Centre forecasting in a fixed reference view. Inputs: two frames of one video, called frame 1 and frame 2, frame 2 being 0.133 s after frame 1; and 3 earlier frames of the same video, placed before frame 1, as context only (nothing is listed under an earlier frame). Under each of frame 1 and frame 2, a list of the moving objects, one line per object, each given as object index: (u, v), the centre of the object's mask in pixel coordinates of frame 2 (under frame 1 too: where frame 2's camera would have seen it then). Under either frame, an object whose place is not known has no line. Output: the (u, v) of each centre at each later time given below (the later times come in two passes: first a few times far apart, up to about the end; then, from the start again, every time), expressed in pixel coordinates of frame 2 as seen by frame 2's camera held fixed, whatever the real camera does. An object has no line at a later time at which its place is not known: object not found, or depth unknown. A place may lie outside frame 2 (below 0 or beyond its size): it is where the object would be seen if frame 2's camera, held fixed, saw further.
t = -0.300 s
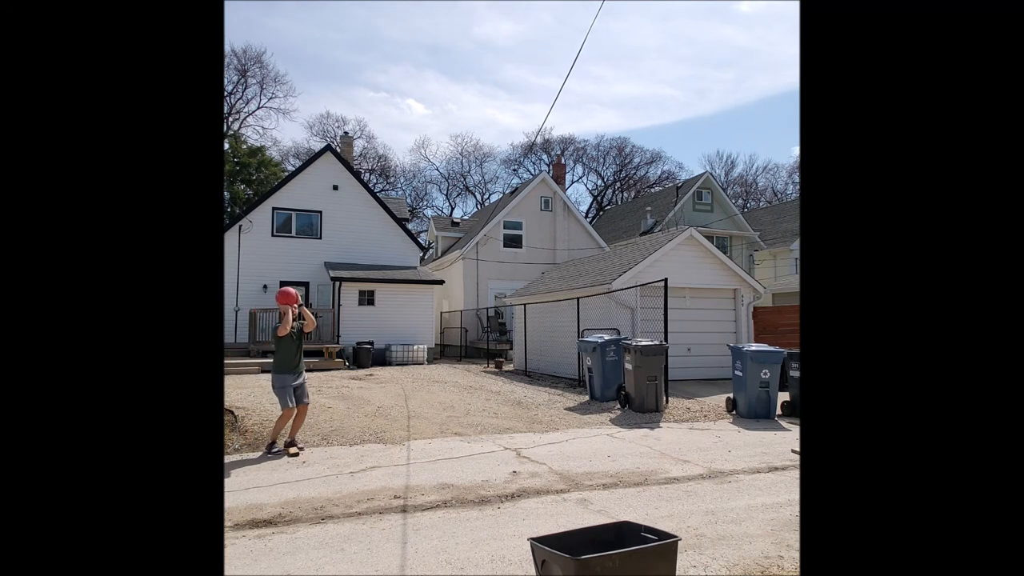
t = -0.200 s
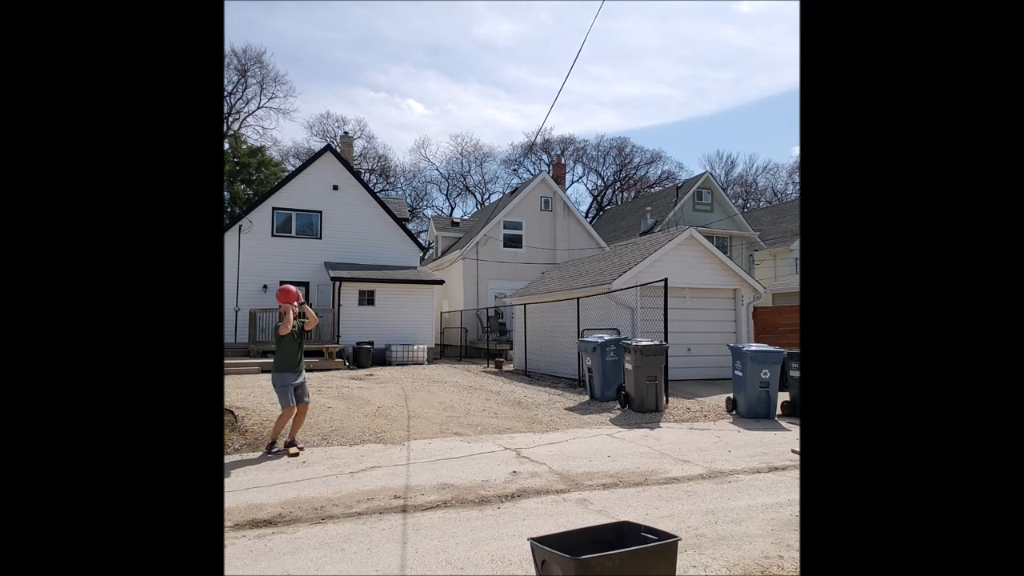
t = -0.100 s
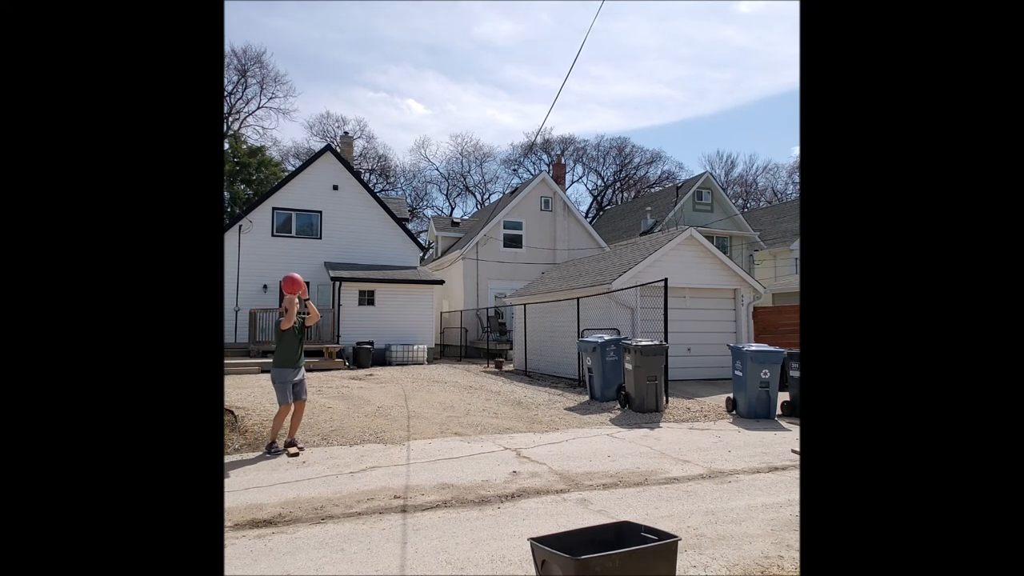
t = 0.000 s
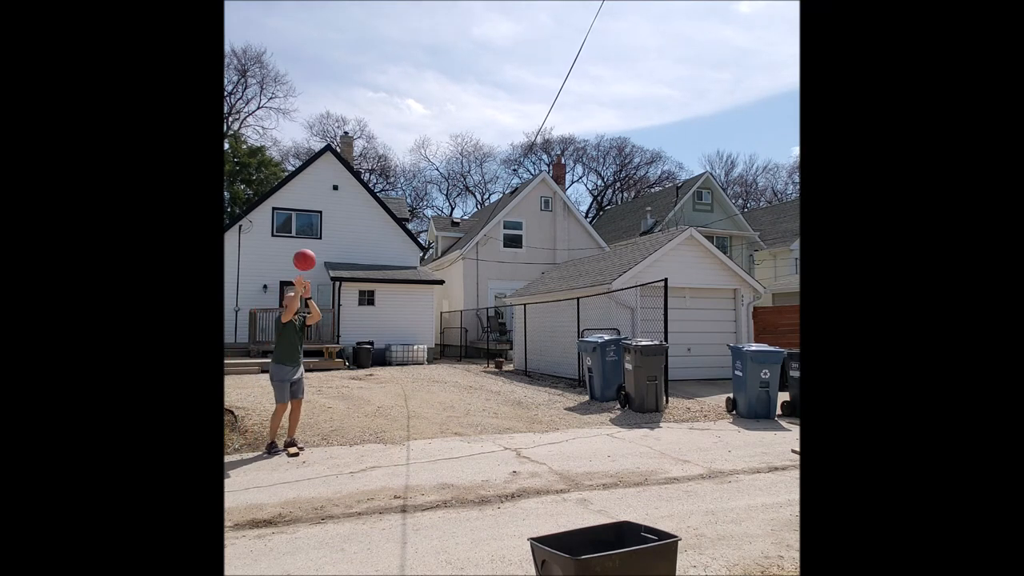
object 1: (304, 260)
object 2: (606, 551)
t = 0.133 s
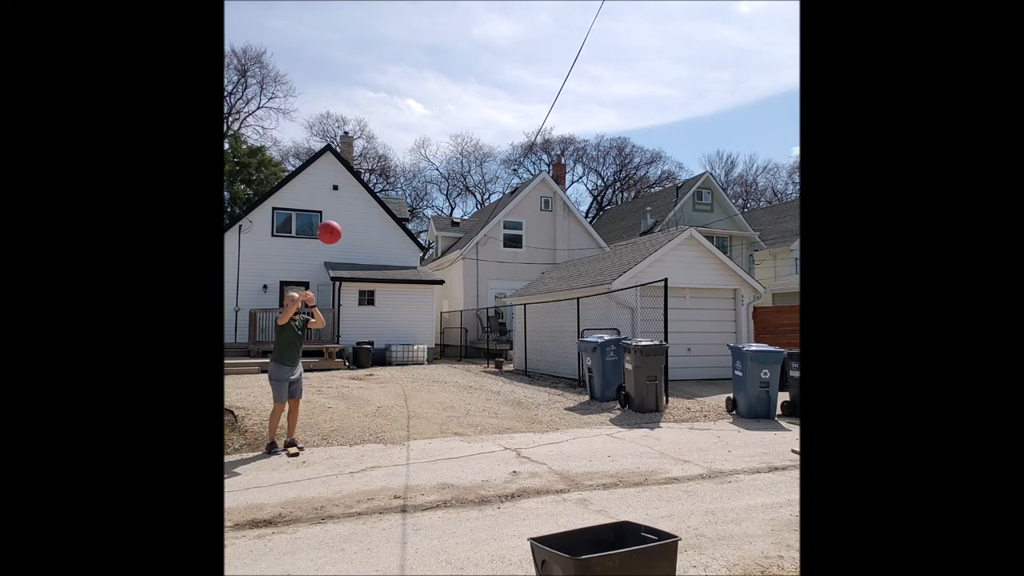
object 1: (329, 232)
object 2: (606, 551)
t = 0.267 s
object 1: (358, 221)
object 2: (606, 551)
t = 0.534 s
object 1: (435, 266)
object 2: (606, 551)
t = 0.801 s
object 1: (553, 475)
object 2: (606, 551)
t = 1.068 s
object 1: (559, 496)
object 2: (635, 547)
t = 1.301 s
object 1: (528, 464)
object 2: (639, 553)
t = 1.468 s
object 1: (511, 495)
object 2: (635, 553)
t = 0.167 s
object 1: (336, 228)
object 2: (606, 551)
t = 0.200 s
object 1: (343, 224)
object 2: (606, 551)
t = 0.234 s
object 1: (350, 222)
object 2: (606, 551)
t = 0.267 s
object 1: (358, 221)
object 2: (606, 551)
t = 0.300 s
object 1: (366, 221)
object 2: (606, 551)
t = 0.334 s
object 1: (375, 222)
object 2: (606, 551)
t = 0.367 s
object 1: (384, 225)
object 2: (606, 551)
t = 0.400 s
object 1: (393, 230)
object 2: (606, 551)
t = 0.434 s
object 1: (403, 236)
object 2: (606, 551)
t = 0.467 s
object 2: (606, 551)
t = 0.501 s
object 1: (424, 254)
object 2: (606, 551)
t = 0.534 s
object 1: (435, 266)
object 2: (606, 551)
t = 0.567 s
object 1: (447, 281)
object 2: (606, 551)
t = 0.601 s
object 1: (459, 298)
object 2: (606, 551)
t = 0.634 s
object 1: (472, 318)
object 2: (606, 551)
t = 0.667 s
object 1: (486, 342)
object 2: (606, 551)
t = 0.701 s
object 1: (501, 368)
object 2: (606, 551)
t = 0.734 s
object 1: (517, 399)
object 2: (606, 551)
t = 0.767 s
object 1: (535, 435)
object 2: (606, 551)
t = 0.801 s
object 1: (553, 475)
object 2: (606, 551)
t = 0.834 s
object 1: (572, 517)
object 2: (608, 553)
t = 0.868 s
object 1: (578, 527)
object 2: (612, 551)
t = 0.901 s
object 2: (616, 549)
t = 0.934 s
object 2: (620, 547)
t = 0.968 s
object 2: (625, 547)
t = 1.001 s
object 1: (567, 514)
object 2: (629, 548)
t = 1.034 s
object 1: (563, 505)
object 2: (632, 547)
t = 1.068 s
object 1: (559, 496)
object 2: (635, 547)
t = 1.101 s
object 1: (554, 485)
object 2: (636, 547)
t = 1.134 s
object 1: (550, 476)
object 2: (637, 547)
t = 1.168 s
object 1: (545, 470)
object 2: (638, 547)
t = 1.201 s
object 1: (540, 465)
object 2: (638, 548)
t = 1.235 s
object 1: (536, 463)
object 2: (639, 549)
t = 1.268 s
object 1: (532, 463)
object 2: (639, 551)
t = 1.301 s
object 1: (528, 464)
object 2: (639, 553)
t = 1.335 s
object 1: (525, 467)
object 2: (637, 553)
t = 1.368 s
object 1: (521, 473)
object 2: (636, 553)
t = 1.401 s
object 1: (518, 478)
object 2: (636, 553)
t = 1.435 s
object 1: (514, 486)
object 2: (635, 553)
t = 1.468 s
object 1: (511, 495)
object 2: (635, 553)
